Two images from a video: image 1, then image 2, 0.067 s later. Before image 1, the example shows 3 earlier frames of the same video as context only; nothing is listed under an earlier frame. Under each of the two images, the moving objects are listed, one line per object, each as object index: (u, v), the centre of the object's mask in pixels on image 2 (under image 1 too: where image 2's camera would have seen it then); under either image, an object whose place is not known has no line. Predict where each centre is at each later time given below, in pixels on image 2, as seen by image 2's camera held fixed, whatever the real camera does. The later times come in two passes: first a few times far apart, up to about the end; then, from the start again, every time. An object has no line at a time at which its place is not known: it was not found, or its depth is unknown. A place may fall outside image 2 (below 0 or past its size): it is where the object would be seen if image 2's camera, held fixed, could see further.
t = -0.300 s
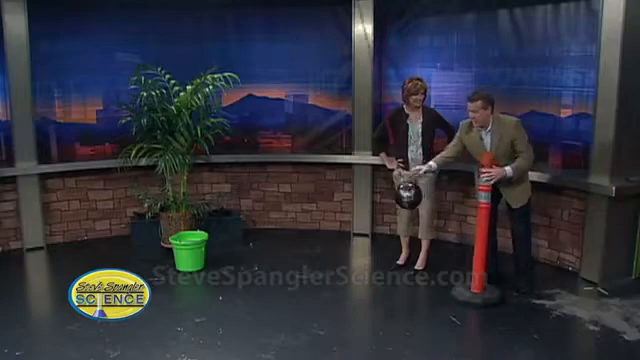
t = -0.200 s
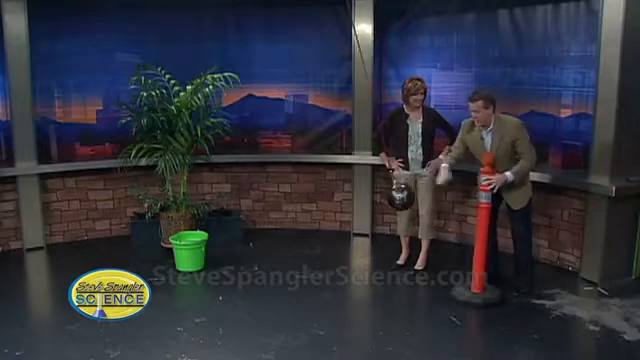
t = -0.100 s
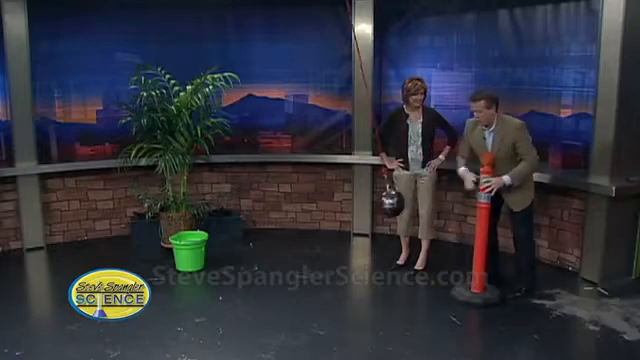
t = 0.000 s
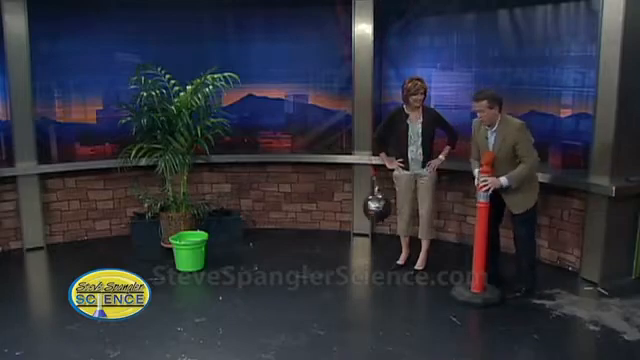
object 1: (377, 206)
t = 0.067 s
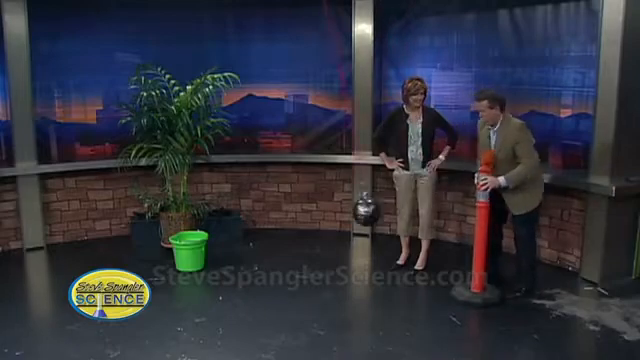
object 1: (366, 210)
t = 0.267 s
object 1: (327, 222)
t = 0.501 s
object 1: (264, 235)
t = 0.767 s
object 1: (188, 246)
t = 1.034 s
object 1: (108, 240)
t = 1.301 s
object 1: (44, 237)
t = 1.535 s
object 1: (15, 229)
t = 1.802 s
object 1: (10, 230)
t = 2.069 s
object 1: (31, 235)
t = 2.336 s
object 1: (85, 237)
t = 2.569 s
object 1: (150, 234)
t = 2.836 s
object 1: (229, 236)
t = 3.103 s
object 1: (301, 222)
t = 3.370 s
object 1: (358, 212)
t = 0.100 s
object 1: (360, 214)
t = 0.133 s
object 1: (355, 216)
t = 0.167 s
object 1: (348, 218)
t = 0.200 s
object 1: (341, 218)
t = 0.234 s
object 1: (334, 220)
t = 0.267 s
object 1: (327, 222)
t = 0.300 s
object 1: (319, 224)
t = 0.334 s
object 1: (310, 226)
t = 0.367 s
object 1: (301, 227)
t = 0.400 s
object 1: (293, 229)
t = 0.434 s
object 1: (284, 231)
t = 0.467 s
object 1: (275, 233)
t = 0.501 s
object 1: (264, 235)
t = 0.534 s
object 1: (257, 236)
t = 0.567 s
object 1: (246, 238)
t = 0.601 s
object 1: (237, 238)
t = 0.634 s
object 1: (227, 240)
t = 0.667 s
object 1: (217, 240)
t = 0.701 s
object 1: (207, 240)
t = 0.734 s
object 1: (196, 243)
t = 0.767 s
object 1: (188, 246)
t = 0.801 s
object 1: (178, 246)
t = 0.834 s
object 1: (167, 243)
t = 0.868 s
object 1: (156, 242)
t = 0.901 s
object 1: (145, 242)
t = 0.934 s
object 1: (136, 242)
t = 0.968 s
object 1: (127, 241)
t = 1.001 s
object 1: (117, 240)
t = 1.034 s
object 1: (108, 240)
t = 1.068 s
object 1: (98, 239)
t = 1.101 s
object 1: (90, 239)
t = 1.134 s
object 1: (81, 237)
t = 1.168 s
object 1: (73, 236)
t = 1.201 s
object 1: (65, 236)
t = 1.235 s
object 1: (58, 235)
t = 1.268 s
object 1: (50, 234)
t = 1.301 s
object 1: (44, 237)
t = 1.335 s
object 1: (38, 236)
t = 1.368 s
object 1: (33, 233)
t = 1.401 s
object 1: (28, 233)
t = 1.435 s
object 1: (24, 232)
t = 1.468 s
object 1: (19, 232)
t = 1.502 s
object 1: (16, 229)
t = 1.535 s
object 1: (15, 229)
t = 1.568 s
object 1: (12, 229)
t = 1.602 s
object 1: (11, 227)
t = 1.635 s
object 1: (10, 226)
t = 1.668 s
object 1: (9, 225)
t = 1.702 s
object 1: (9, 225)
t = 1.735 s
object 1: (9, 225)
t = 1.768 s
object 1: (10, 225)
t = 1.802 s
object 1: (10, 230)
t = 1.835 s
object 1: (11, 231)
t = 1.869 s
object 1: (12, 229)
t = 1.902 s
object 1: (13, 229)
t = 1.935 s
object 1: (14, 232)
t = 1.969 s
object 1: (16, 231)
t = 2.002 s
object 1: (19, 233)
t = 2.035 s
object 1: (26, 232)
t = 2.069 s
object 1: (31, 235)
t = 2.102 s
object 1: (37, 233)
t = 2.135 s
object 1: (42, 233)
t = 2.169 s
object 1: (48, 236)
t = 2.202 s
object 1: (55, 236)
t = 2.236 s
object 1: (62, 237)
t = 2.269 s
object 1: (71, 236)
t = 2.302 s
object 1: (79, 236)
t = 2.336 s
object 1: (85, 237)
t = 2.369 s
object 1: (94, 236)
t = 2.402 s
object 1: (103, 237)
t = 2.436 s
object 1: (112, 237)
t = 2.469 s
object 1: (122, 237)
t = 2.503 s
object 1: (131, 237)
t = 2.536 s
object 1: (140, 237)
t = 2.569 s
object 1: (150, 234)
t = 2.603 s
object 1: (160, 238)
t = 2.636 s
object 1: (171, 243)
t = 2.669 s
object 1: (180, 242)
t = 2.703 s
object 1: (190, 241)
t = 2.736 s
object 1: (199, 240)
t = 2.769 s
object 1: (209, 239)
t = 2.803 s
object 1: (219, 237)
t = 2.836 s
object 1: (229, 236)
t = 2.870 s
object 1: (239, 234)
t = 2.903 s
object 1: (248, 234)
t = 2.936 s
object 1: (258, 233)
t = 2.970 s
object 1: (266, 233)
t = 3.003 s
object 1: (275, 229)
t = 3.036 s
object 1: (284, 226)
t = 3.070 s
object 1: (293, 224)
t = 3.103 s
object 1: (301, 222)
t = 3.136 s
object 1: (309, 220)
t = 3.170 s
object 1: (316, 219)
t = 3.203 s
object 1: (324, 218)
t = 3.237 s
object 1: (332, 217)
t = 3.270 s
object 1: (339, 217)
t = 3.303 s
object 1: (347, 217)
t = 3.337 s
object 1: (353, 215)
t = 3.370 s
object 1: (358, 212)
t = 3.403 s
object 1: (363, 210)
